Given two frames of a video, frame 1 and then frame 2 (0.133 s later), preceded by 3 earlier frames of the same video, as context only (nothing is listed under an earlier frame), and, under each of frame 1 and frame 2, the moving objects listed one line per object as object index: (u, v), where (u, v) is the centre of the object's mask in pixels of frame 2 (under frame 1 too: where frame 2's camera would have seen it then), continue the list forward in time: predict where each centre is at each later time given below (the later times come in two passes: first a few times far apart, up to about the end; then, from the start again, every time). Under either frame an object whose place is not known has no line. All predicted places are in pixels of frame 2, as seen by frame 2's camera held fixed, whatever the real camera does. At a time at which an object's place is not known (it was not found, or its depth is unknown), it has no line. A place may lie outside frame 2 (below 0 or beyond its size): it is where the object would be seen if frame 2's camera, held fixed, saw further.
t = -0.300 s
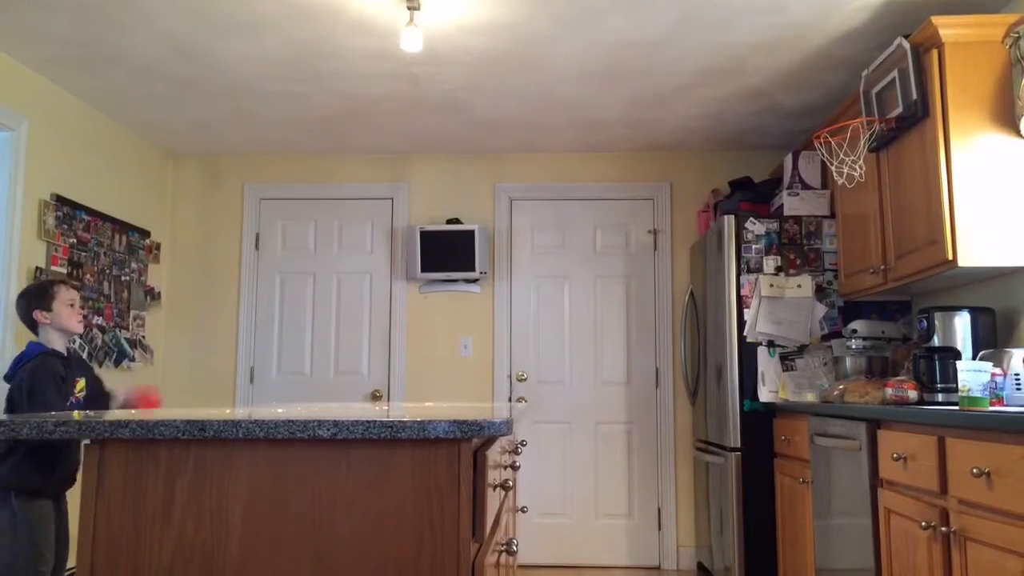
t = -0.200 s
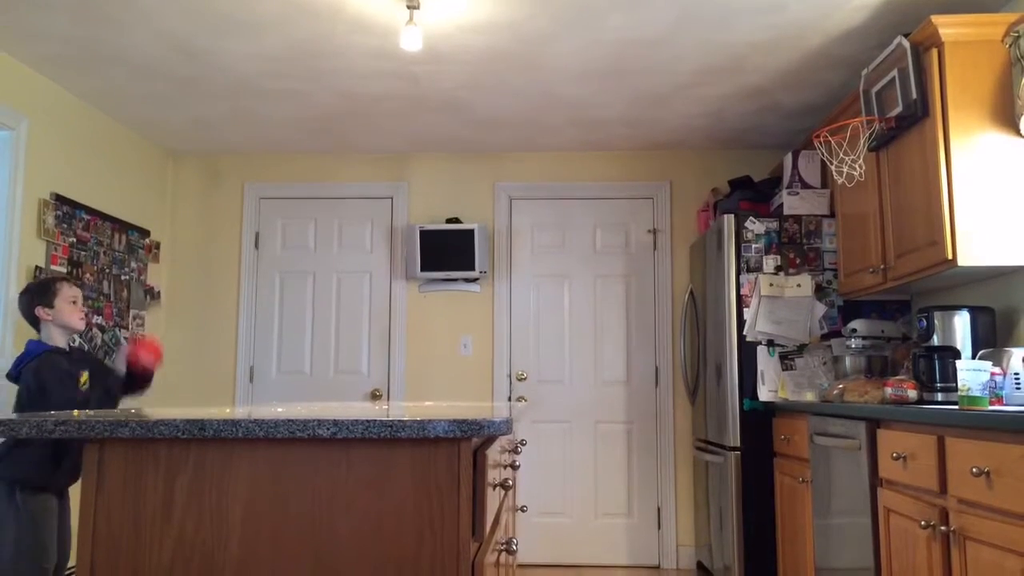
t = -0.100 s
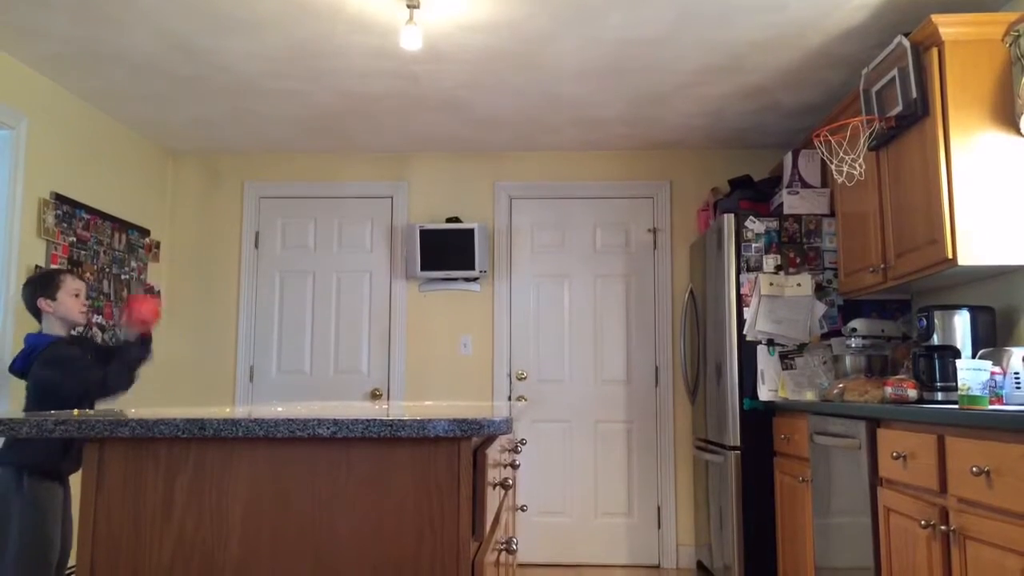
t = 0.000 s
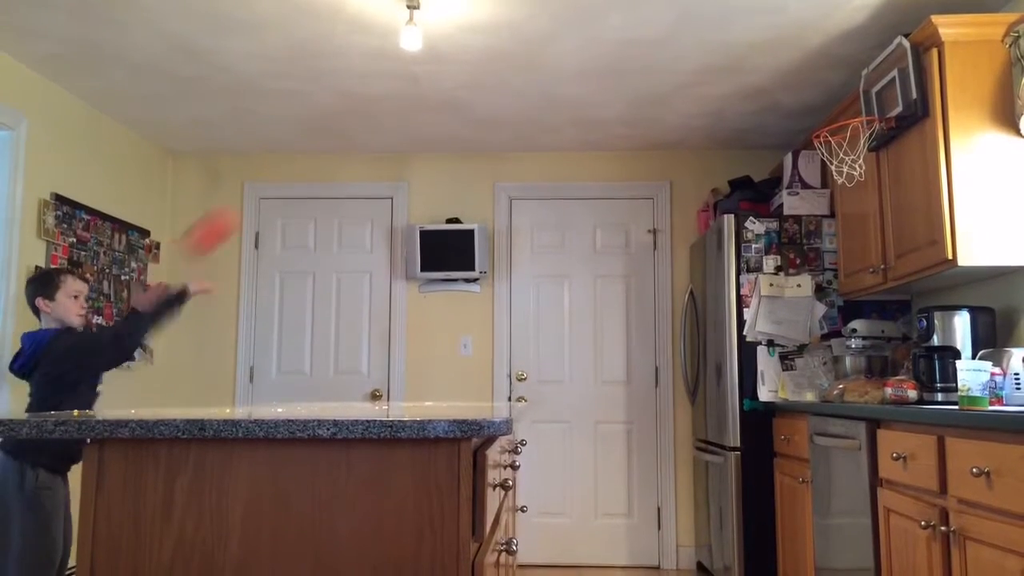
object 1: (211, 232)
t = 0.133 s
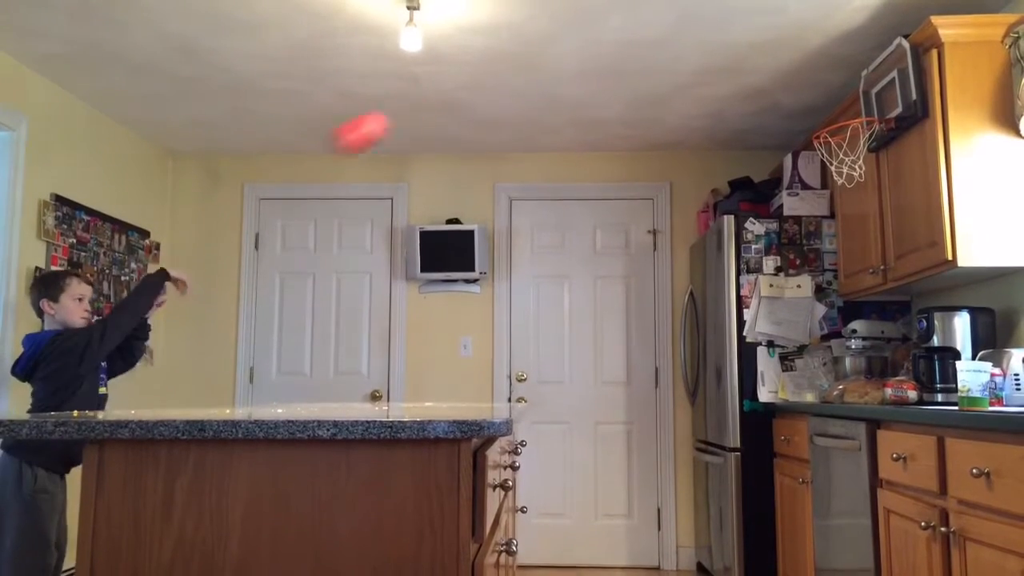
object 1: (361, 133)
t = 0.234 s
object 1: (464, 92)
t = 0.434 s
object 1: (680, 78)
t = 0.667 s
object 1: (863, 148)
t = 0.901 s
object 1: (863, 172)
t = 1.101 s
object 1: (829, 279)
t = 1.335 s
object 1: (716, 404)
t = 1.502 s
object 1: (581, 478)
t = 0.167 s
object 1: (395, 117)
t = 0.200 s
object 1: (430, 103)
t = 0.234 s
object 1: (464, 92)
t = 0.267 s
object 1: (502, 83)
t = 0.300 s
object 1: (538, 75)
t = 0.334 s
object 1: (573, 72)
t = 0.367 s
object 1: (609, 71)
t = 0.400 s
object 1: (645, 73)
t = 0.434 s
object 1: (680, 78)
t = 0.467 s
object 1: (718, 86)
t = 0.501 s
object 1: (756, 96)
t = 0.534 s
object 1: (794, 110)
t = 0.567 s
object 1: (821, 122)
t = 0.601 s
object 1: (834, 130)
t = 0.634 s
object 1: (848, 134)
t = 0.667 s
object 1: (863, 148)
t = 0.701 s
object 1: (871, 149)
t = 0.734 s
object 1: (874, 148)
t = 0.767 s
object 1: (876, 151)
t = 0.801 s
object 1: (877, 153)
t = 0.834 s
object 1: (874, 158)
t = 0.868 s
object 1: (870, 163)
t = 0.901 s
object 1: (863, 172)
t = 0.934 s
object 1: (858, 182)
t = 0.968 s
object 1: (851, 195)
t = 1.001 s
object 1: (847, 211)
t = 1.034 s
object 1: (840, 230)
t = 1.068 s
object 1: (835, 252)
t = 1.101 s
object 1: (829, 279)
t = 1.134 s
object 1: (825, 307)
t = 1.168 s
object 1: (820, 338)
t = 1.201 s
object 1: (814, 373)
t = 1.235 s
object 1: (802, 393)
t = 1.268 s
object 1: (772, 394)
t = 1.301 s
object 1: (743, 398)
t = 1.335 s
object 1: (716, 404)
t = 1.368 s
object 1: (690, 413)
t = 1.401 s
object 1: (662, 425)
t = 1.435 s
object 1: (635, 439)
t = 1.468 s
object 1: (608, 457)
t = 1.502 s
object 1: (581, 478)
